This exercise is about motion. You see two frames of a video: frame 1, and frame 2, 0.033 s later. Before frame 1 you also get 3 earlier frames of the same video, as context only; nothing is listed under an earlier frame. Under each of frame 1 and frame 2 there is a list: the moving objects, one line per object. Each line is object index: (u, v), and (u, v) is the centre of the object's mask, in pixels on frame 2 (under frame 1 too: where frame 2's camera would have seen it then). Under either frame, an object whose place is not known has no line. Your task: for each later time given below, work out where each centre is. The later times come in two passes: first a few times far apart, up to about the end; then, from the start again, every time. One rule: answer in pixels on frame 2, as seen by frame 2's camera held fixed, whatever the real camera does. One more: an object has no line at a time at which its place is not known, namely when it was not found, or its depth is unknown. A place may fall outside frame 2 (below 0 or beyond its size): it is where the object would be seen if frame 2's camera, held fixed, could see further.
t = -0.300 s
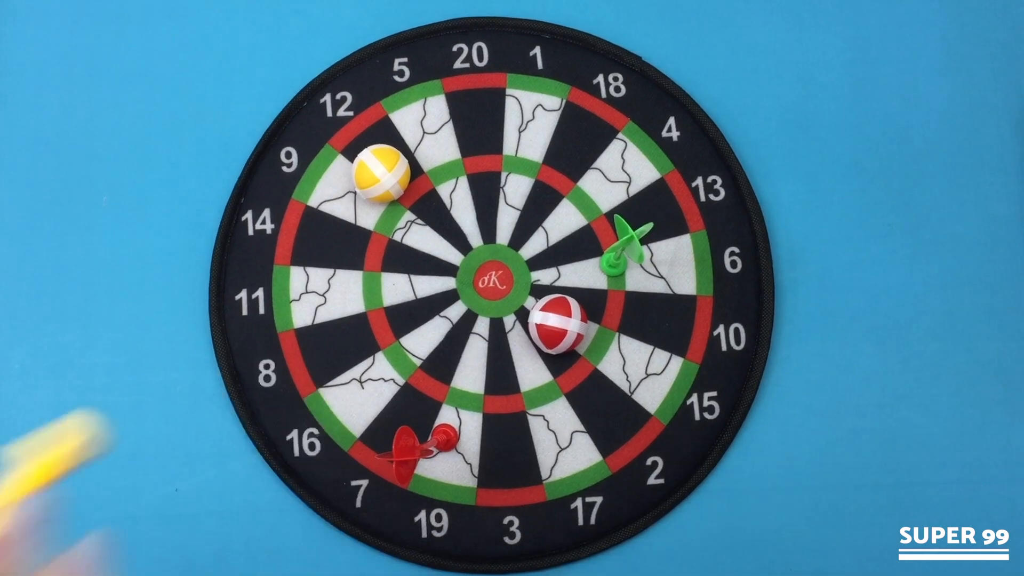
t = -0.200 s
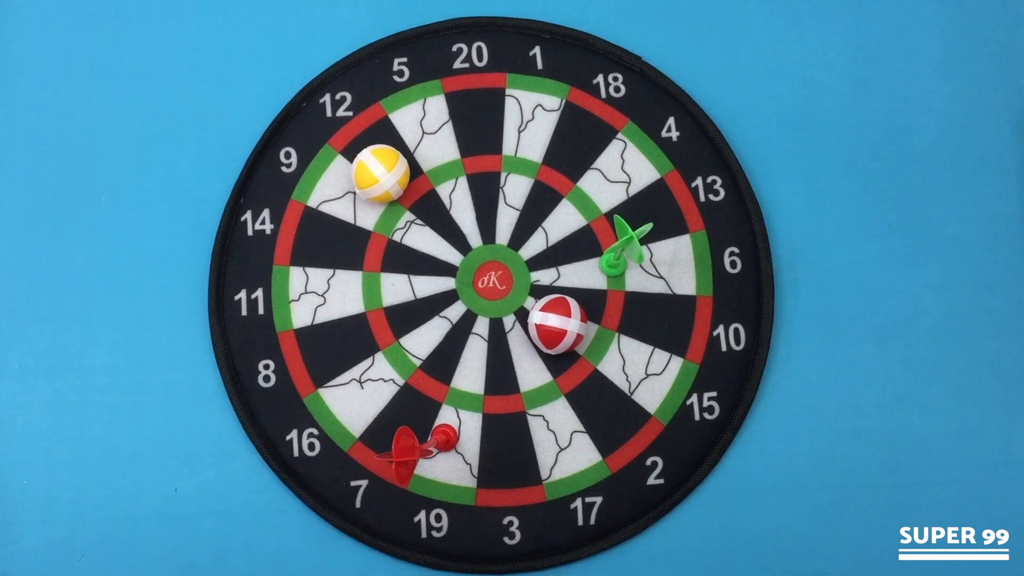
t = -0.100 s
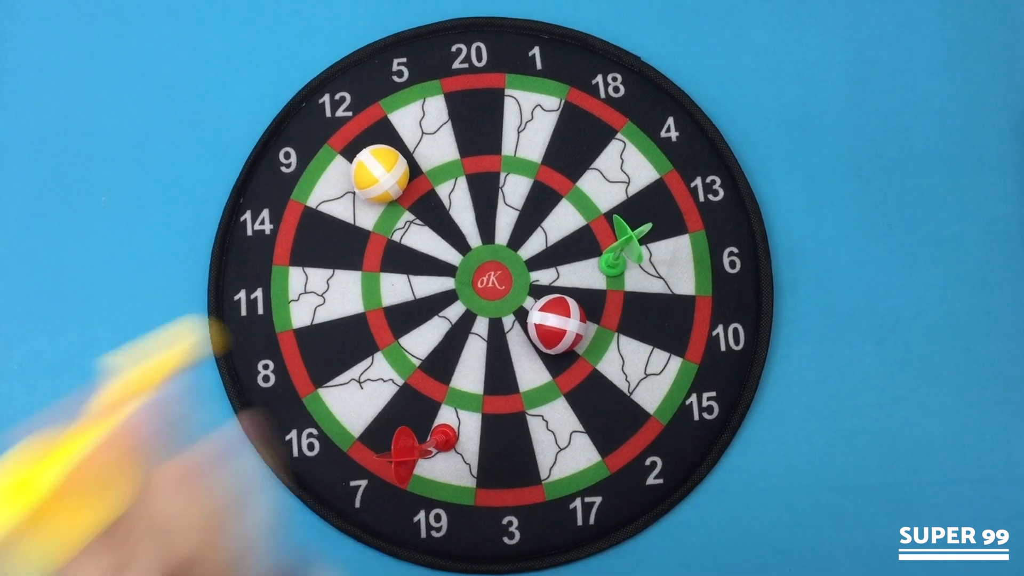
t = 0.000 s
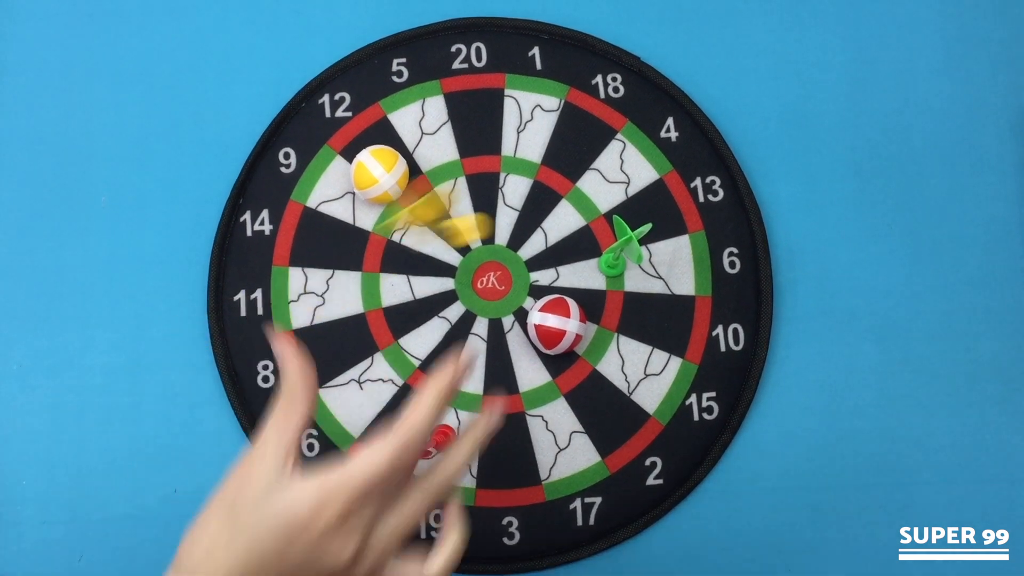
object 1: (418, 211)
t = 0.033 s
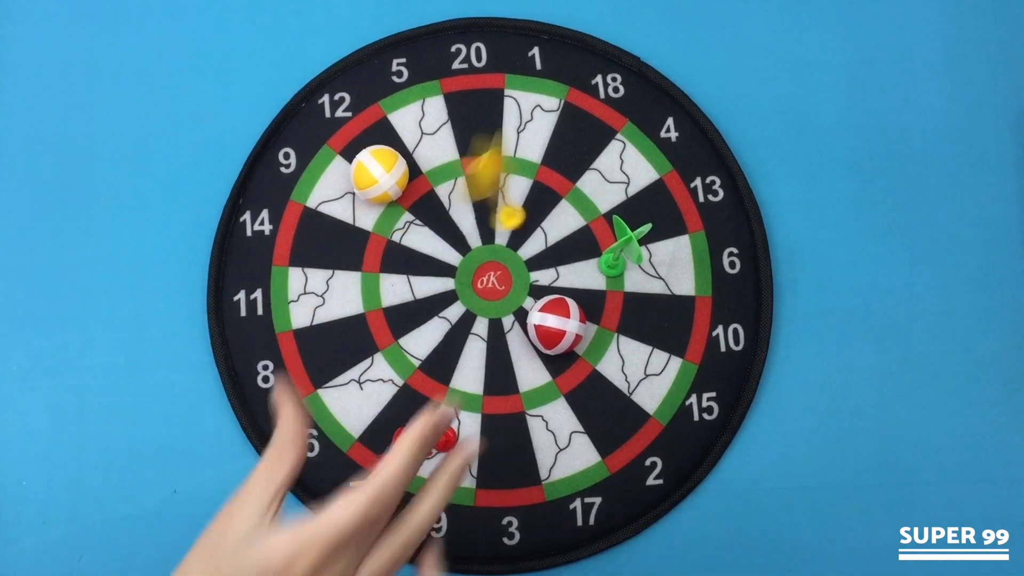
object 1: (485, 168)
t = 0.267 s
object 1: (568, 215)
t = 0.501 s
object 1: (574, 210)
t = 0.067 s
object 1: (520, 142)
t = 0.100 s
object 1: (551, 131)
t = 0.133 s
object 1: (562, 141)
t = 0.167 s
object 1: (563, 159)
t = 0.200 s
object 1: (563, 179)
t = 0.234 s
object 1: (564, 198)
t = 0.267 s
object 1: (568, 215)
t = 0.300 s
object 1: (568, 222)
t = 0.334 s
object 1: (567, 223)
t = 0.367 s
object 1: (567, 220)
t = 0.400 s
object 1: (569, 217)
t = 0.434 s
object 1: (571, 214)
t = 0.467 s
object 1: (573, 211)
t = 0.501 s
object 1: (574, 210)
